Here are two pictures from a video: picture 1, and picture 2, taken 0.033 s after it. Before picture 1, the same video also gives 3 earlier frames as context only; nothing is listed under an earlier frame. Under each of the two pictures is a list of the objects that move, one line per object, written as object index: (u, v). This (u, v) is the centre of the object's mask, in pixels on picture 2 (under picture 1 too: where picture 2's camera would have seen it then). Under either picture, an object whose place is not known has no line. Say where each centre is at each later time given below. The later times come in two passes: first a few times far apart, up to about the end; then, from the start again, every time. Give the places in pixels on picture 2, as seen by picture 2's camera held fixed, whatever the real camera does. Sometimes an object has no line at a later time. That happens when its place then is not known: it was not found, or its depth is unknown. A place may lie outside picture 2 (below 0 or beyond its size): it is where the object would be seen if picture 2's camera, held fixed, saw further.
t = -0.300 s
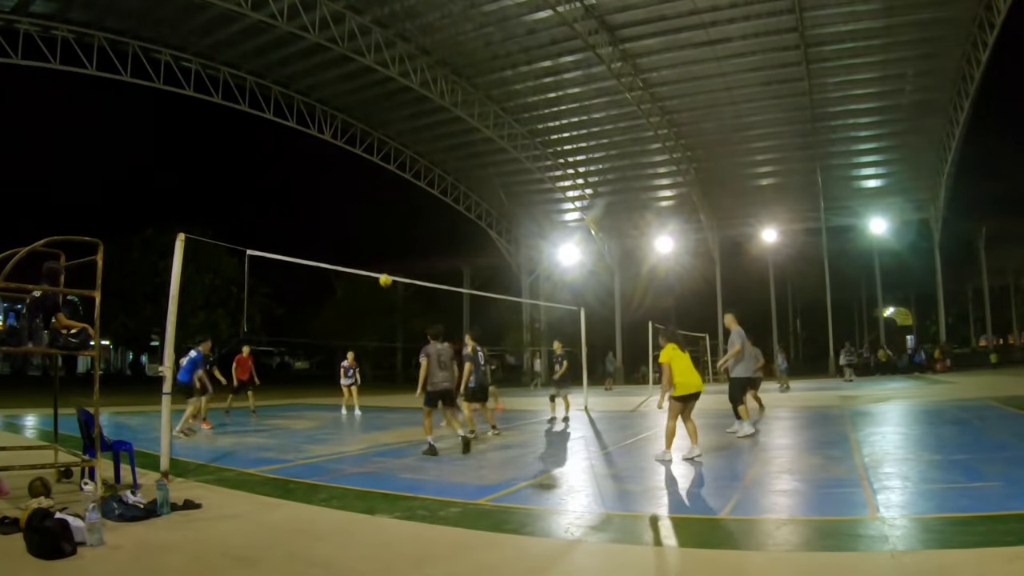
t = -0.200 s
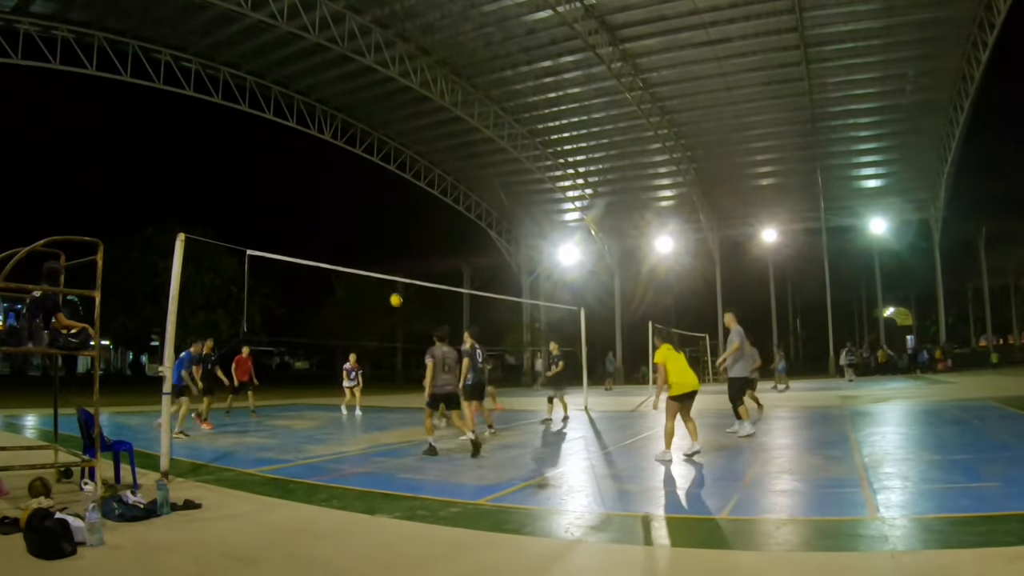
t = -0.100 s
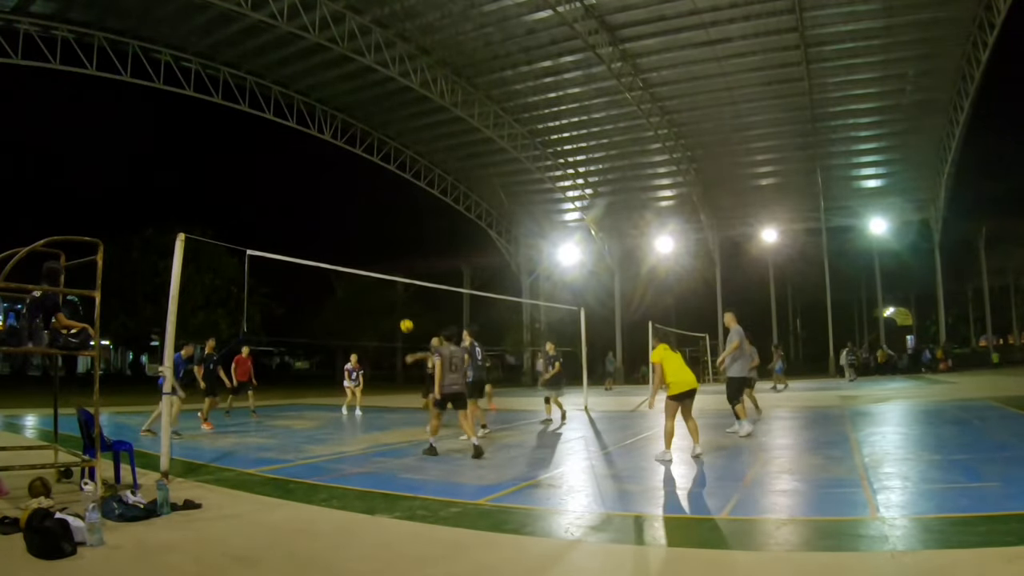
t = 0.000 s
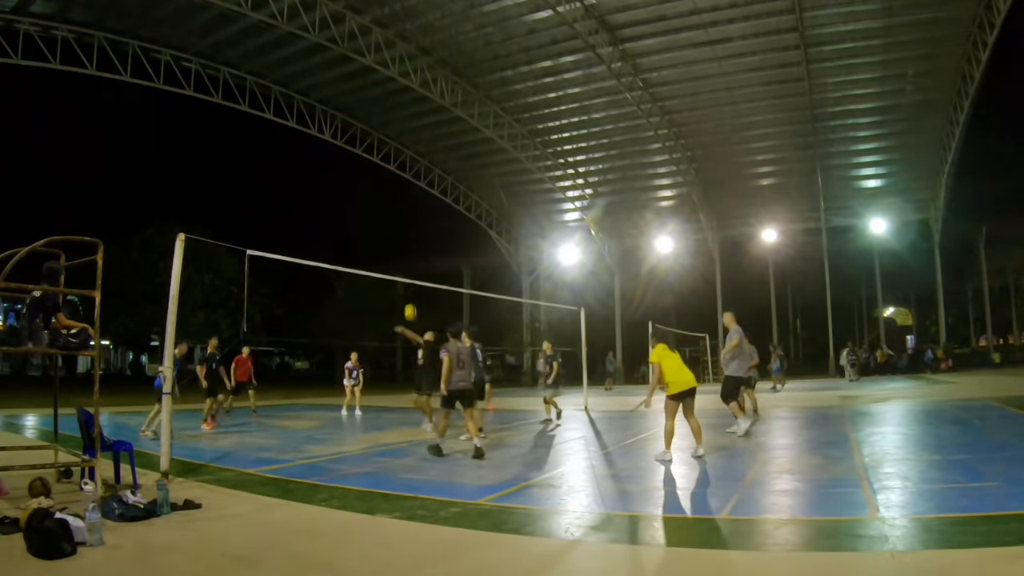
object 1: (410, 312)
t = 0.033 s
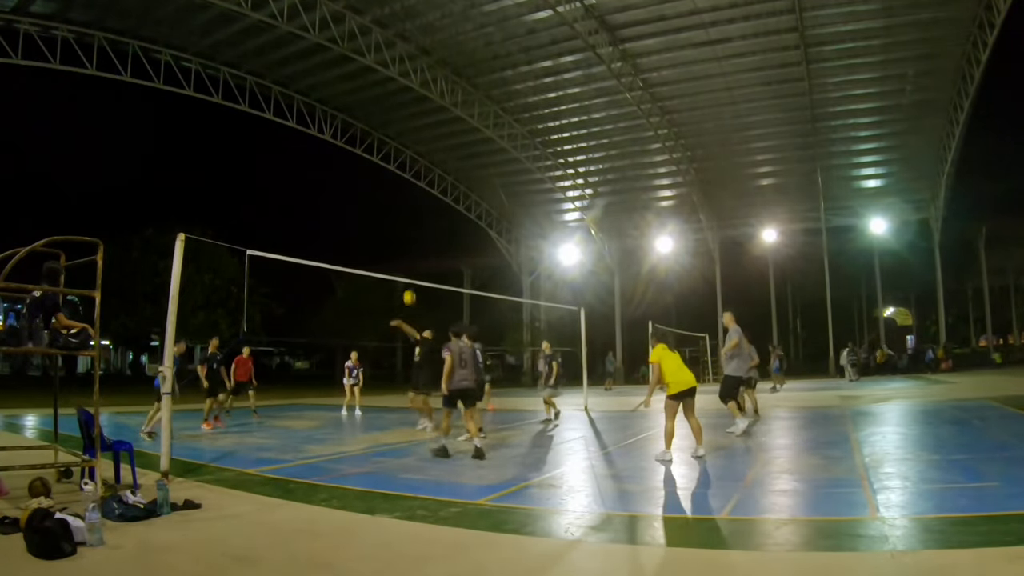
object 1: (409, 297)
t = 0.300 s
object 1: (403, 205)
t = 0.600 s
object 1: (399, 155)
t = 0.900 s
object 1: (394, 152)
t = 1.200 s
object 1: (388, 190)
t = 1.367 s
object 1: (383, 229)
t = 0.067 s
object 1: (408, 283)
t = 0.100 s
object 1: (407, 269)
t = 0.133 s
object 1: (407, 257)
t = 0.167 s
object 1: (406, 245)
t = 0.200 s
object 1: (406, 234)
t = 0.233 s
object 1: (405, 224)
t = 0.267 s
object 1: (404, 213)
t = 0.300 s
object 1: (403, 205)
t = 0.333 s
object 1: (403, 197)
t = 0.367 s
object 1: (403, 189)
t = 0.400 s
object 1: (402, 183)
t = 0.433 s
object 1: (402, 176)
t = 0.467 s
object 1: (401, 171)
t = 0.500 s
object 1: (401, 166)
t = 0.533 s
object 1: (400, 162)
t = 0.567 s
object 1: (400, 158)
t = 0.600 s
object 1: (399, 155)
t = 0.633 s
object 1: (399, 152)
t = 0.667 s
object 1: (398, 151)
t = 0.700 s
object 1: (398, 150)
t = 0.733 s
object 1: (397, 148)
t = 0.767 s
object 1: (397, 148)
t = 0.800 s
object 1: (396, 148)
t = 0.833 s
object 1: (395, 148)
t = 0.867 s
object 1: (395, 150)
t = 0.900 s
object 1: (394, 152)
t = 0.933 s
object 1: (393, 154)
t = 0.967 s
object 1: (393, 156)
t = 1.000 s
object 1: (392, 160)
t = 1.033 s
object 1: (391, 163)
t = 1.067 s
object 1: (390, 167)
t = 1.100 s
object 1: (390, 172)
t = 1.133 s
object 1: (389, 178)
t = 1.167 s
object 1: (388, 183)
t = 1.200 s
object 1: (388, 190)
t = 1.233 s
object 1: (387, 197)
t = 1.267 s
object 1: (386, 204)
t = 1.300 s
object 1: (385, 211)
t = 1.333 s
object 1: (384, 220)
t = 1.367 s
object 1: (383, 229)
